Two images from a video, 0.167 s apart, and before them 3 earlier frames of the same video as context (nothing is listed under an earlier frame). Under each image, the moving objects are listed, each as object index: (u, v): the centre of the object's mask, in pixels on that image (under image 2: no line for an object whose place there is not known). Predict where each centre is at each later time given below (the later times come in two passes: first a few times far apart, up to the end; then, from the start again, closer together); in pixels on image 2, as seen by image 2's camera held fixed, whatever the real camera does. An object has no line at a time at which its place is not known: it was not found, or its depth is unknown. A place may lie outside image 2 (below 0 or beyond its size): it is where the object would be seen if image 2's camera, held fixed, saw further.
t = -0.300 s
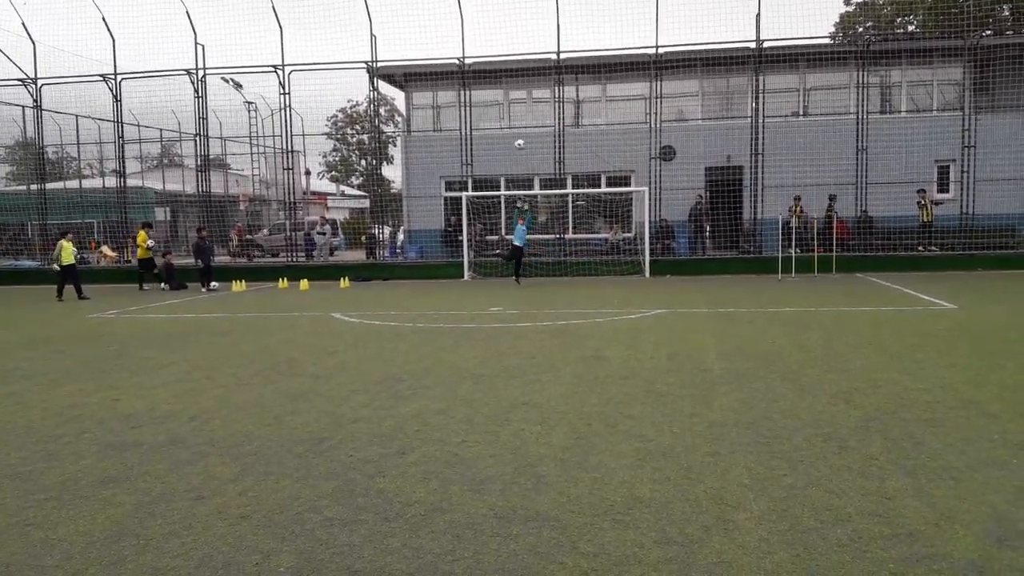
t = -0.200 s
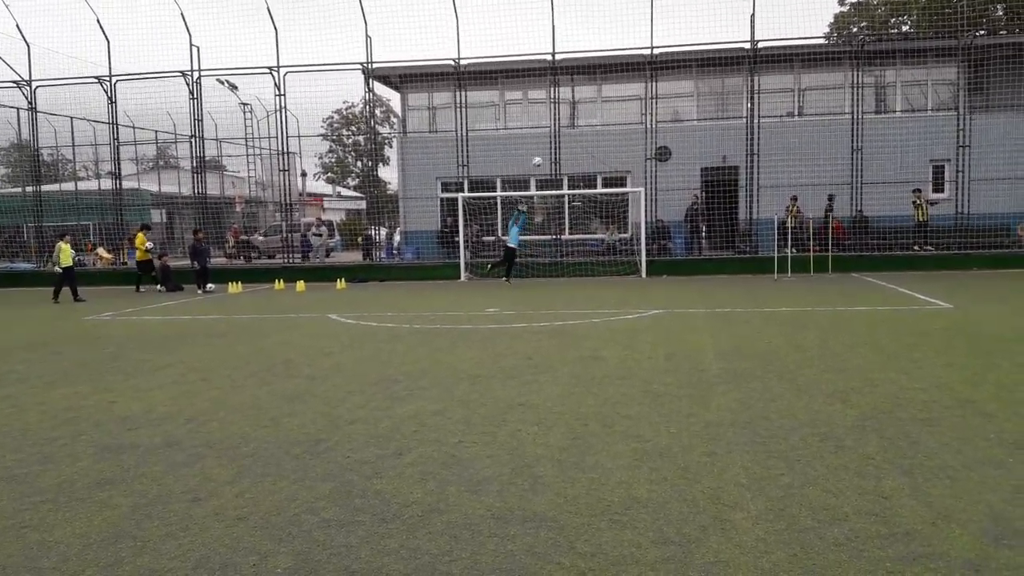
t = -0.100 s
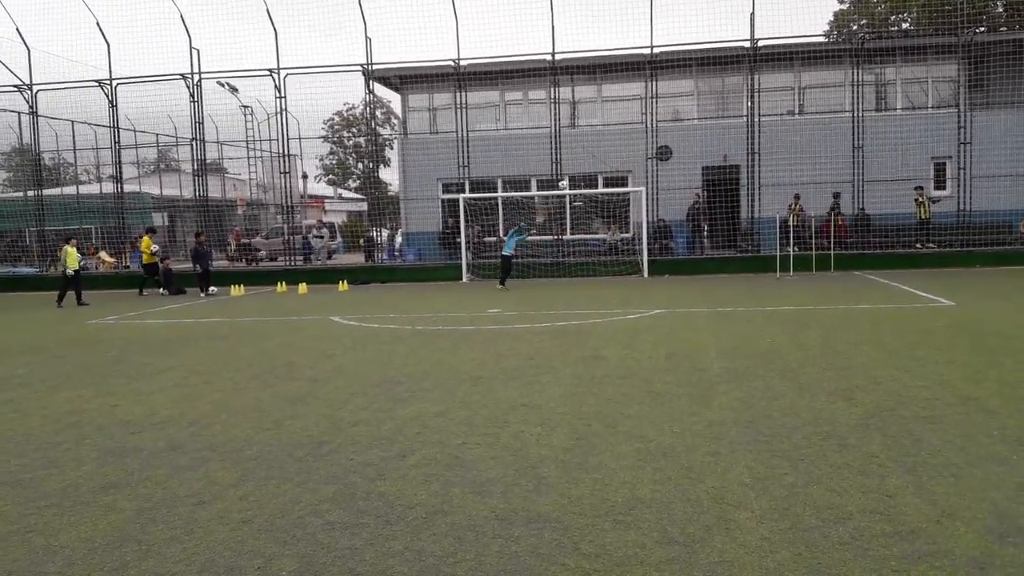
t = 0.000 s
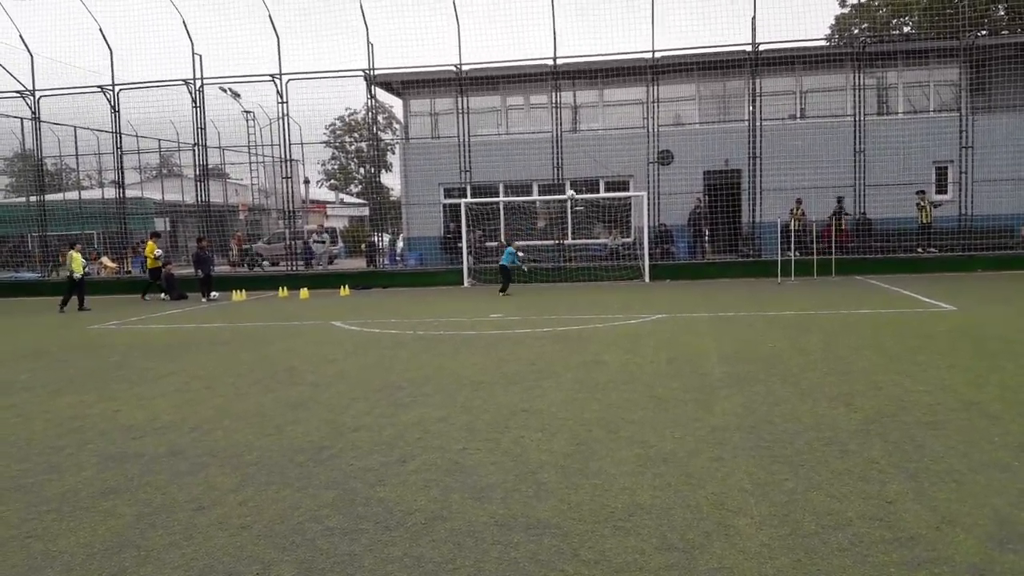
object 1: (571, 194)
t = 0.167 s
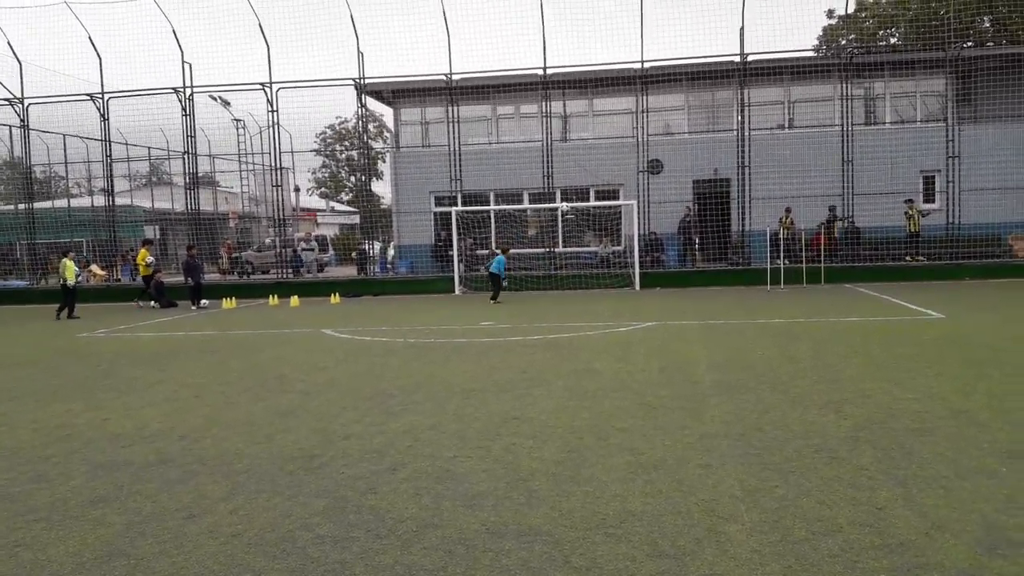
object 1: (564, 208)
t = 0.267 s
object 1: (566, 216)
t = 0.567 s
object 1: (576, 292)
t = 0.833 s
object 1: (581, 270)
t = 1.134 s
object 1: (586, 241)
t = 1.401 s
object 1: (594, 277)
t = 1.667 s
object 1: (608, 359)
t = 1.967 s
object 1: (618, 307)
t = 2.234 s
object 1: (641, 356)
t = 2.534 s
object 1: (685, 452)
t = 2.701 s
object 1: (719, 445)
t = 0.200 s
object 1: (564, 210)
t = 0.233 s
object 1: (565, 212)
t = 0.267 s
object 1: (566, 216)
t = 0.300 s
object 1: (567, 221)
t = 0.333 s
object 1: (568, 227)
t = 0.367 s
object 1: (568, 234)
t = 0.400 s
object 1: (569, 241)
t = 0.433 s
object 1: (570, 249)
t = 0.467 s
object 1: (572, 258)
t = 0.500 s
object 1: (573, 268)
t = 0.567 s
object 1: (576, 292)
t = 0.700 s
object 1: (580, 300)
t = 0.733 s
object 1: (580, 291)
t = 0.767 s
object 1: (580, 283)
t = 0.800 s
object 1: (581, 276)
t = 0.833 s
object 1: (581, 270)
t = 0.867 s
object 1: (581, 264)
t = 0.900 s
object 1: (581, 258)
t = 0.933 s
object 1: (582, 253)
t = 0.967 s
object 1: (583, 249)
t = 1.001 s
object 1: (584, 246)
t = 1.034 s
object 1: (584, 243)
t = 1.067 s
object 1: (585, 241)
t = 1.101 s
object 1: (585, 241)
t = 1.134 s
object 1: (586, 241)
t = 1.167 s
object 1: (587, 241)
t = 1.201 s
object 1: (588, 243)
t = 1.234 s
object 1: (589, 245)
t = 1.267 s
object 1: (590, 250)
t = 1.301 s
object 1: (591, 255)
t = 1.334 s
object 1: (592, 260)
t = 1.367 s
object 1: (593, 268)
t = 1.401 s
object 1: (594, 277)
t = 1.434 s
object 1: (596, 286)
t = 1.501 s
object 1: (599, 310)
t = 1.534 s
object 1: (601, 326)
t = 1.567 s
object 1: (602, 341)
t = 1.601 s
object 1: (604, 359)
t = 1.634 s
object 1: (607, 370)
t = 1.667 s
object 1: (608, 359)
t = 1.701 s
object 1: (608, 349)
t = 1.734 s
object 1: (609, 341)
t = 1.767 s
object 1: (610, 332)
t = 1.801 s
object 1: (611, 325)
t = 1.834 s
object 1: (612, 319)
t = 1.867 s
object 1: (614, 314)
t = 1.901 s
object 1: (615, 311)
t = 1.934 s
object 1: (616, 308)
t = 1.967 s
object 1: (618, 307)
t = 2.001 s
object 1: (620, 306)
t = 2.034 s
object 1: (623, 309)
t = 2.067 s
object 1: (625, 312)
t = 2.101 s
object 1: (628, 316)
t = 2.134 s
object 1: (630, 322)
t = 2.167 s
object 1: (634, 332)
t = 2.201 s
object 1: (638, 343)
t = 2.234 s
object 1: (641, 356)
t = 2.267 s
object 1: (646, 373)
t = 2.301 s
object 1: (651, 392)
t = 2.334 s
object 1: (656, 414)
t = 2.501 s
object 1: (680, 460)
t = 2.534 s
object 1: (685, 452)
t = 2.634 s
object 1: (703, 440)
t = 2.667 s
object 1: (711, 441)
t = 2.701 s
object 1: (719, 445)
